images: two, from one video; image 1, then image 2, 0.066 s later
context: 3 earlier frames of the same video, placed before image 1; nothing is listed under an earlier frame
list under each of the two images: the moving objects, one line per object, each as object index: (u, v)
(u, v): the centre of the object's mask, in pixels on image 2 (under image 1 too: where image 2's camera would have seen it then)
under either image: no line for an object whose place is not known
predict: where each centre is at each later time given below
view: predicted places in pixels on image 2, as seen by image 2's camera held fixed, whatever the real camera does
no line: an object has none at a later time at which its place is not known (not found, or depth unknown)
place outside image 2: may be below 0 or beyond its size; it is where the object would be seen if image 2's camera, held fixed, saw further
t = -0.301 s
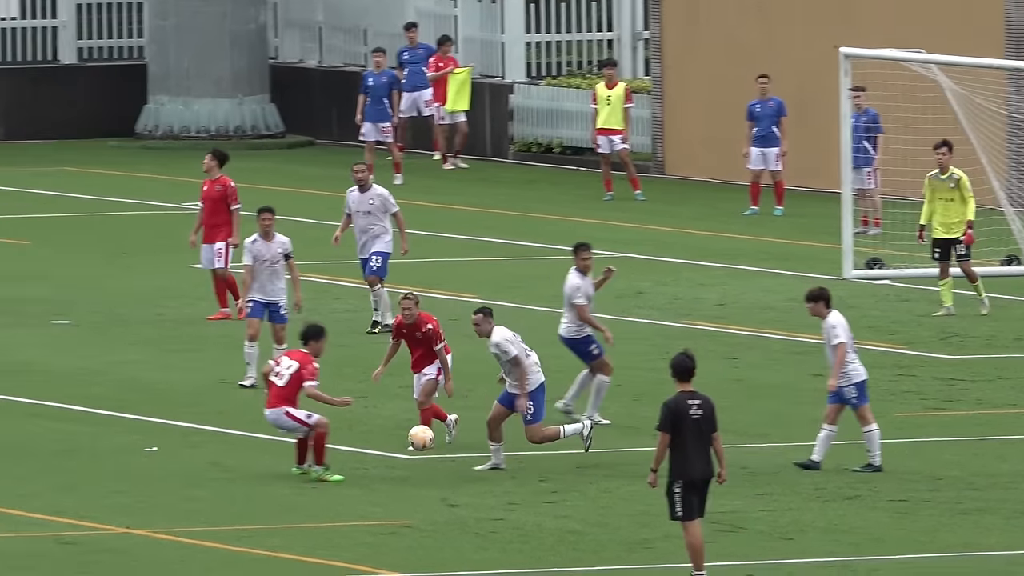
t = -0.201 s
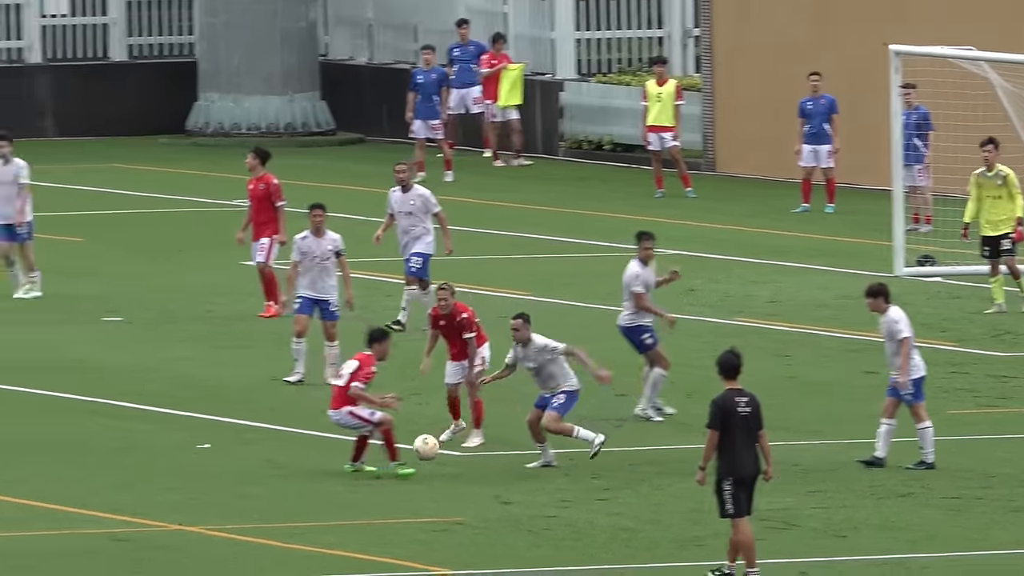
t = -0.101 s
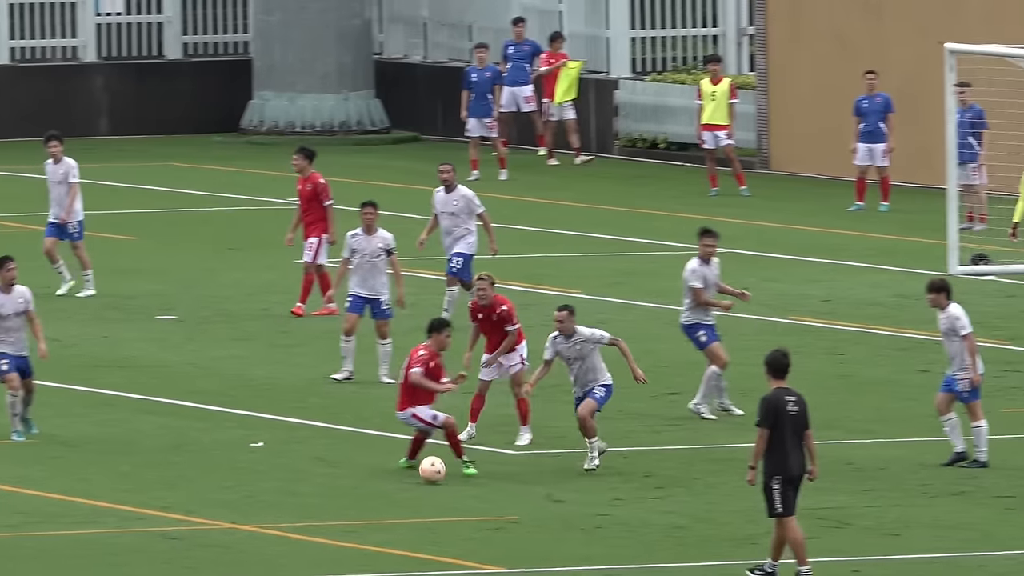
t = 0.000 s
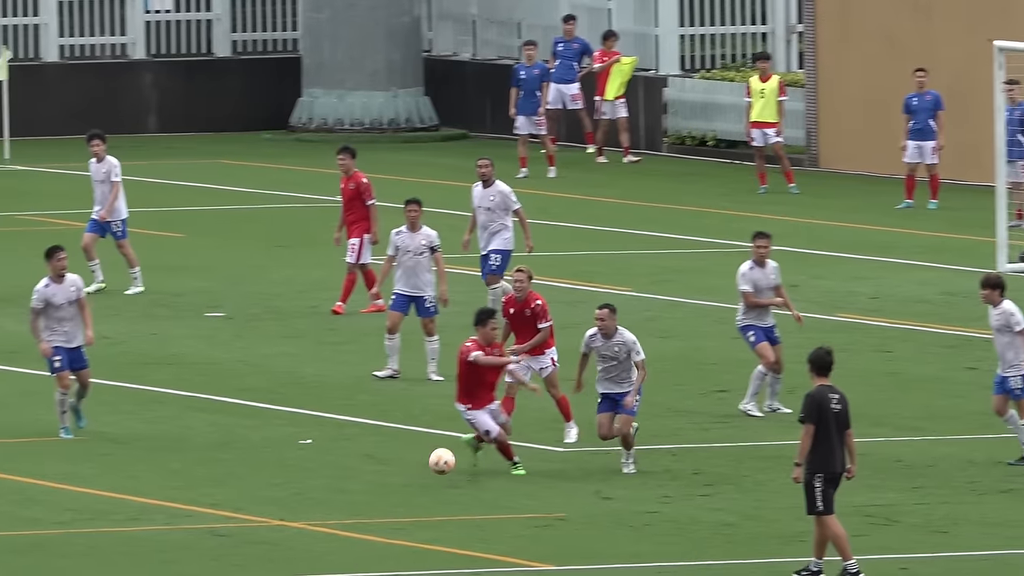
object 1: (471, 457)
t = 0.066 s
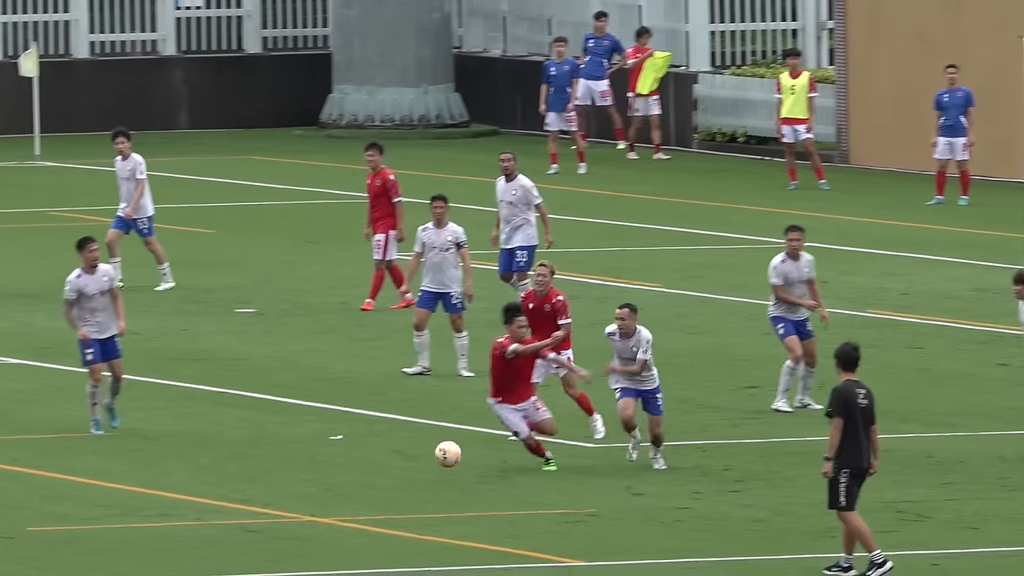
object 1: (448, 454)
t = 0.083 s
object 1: (442, 453)
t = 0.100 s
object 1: (436, 453)
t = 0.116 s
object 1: (430, 454)
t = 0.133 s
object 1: (424, 455)
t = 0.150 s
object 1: (419, 456)
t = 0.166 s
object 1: (413, 457)
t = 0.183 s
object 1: (407, 459)
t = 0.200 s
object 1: (402, 461)
